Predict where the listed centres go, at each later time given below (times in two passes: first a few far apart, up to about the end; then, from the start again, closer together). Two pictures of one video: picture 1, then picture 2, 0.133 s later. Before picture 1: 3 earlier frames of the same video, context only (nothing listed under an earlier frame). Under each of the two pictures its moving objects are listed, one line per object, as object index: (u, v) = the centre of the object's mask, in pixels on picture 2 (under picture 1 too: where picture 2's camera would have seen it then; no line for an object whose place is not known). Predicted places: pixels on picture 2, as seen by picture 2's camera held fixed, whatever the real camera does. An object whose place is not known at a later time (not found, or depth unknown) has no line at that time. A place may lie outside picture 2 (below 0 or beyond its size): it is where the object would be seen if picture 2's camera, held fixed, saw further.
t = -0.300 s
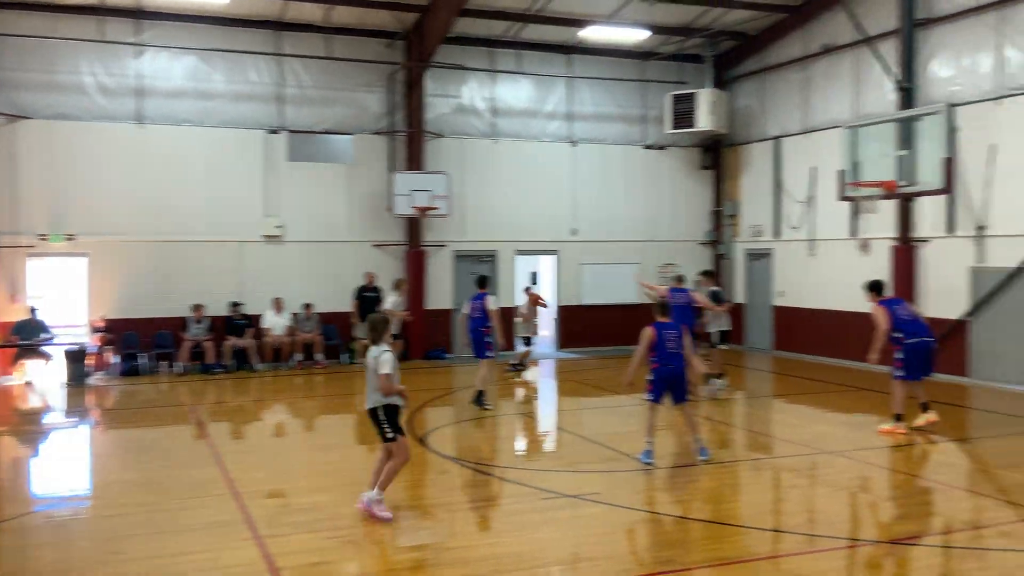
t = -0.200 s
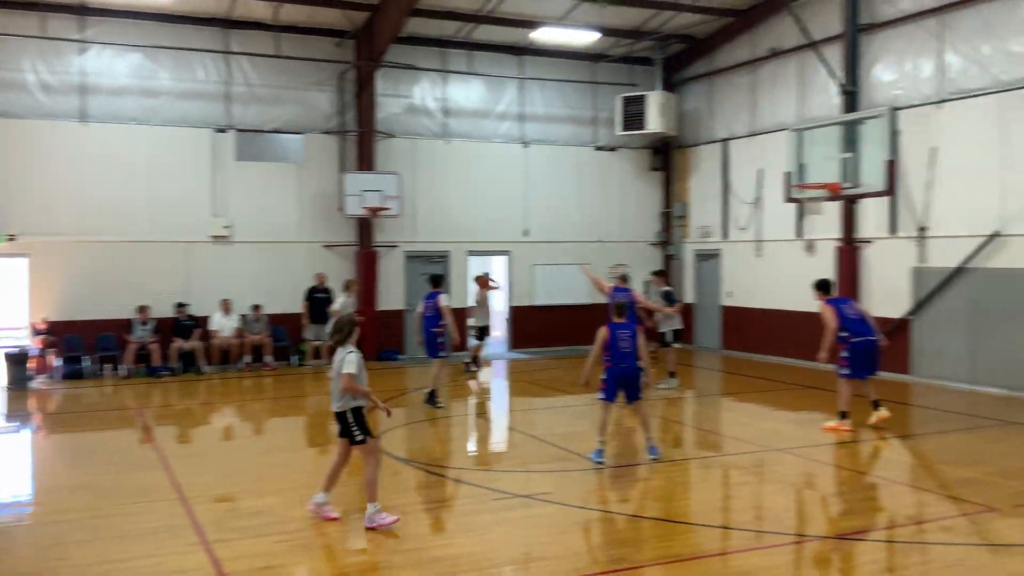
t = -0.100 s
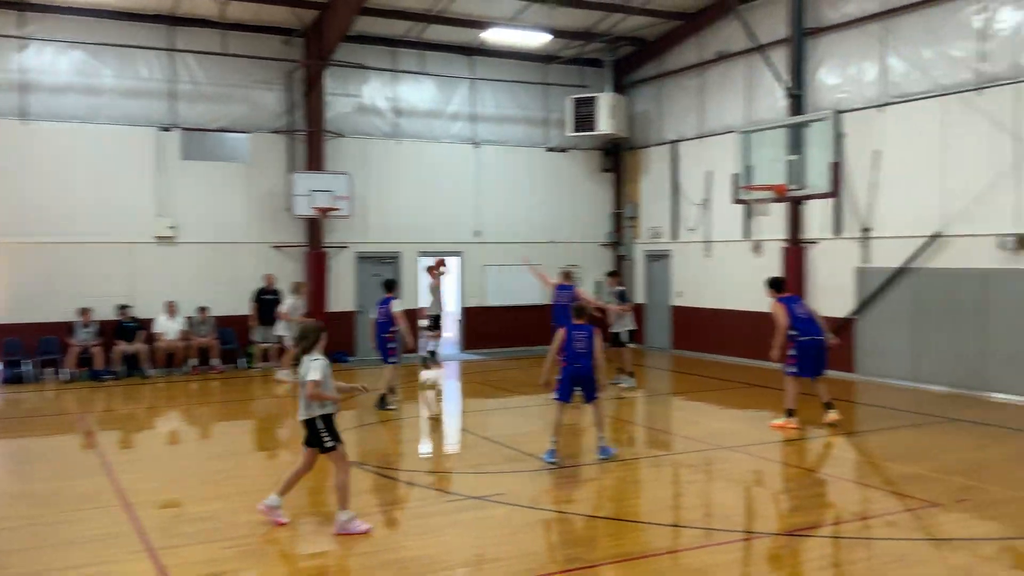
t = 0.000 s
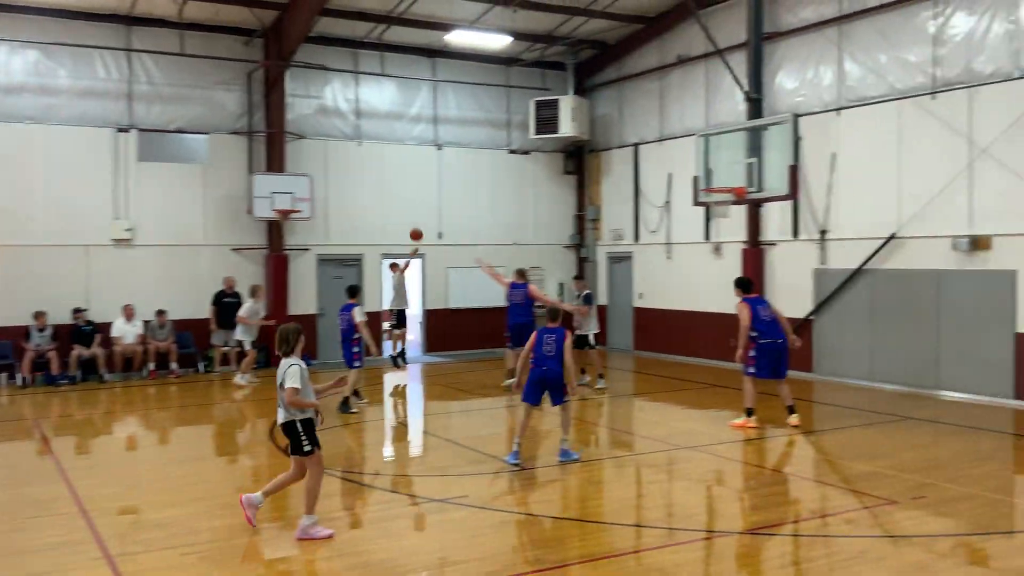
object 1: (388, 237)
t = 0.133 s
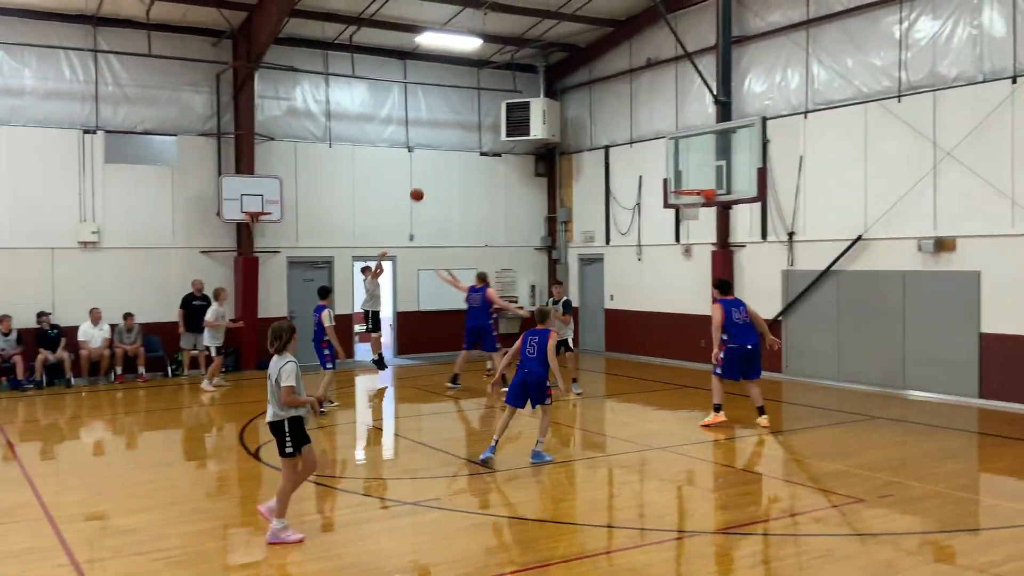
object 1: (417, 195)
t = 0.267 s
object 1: (447, 160)
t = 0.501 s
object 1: (505, 122)
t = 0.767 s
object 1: (577, 117)
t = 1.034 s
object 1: (656, 158)
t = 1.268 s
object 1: (701, 201)
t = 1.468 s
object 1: (691, 221)
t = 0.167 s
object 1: (424, 185)
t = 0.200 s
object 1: (432, 176)
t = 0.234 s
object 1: (439, 168)
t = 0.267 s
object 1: (447, 160)
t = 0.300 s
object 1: (455, 153)
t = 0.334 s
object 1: (463, 146)
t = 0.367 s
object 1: (471, 140)
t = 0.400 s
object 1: (479, 135)
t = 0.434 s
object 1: (487, 130)
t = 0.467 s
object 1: (495, 126)
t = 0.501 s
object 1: (505, 122)
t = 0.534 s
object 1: (513, 119)
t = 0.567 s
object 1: (521, 116)
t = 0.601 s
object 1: (530, 115)
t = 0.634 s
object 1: (539, 114)
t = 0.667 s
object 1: (549, 114)
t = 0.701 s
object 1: (558, 113)
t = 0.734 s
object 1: (567, 115)
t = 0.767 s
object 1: (577, 117)
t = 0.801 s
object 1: (586, 120)
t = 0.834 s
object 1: (596, 123)
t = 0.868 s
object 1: (605, 127)
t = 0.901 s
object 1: (615, 131)
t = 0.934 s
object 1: (625, 137)
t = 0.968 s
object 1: (635, 144)
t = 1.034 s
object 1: (656, 158)
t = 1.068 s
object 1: (666, 167)
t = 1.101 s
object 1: (677, 177)
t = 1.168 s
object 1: (700, 200)
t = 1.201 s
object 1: (703, 201)
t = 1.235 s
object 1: (702, 201)
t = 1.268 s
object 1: (701, 201)
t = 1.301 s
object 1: (701, 202)
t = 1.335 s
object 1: (699, 204)
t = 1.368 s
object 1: (696, 209)
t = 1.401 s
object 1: (694, 213)
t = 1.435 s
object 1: (692, 217)
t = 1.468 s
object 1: (691, 221)
